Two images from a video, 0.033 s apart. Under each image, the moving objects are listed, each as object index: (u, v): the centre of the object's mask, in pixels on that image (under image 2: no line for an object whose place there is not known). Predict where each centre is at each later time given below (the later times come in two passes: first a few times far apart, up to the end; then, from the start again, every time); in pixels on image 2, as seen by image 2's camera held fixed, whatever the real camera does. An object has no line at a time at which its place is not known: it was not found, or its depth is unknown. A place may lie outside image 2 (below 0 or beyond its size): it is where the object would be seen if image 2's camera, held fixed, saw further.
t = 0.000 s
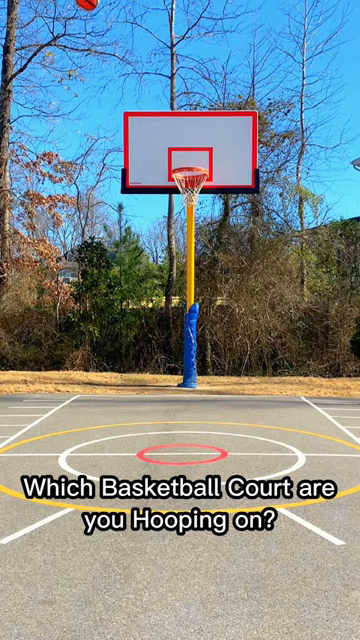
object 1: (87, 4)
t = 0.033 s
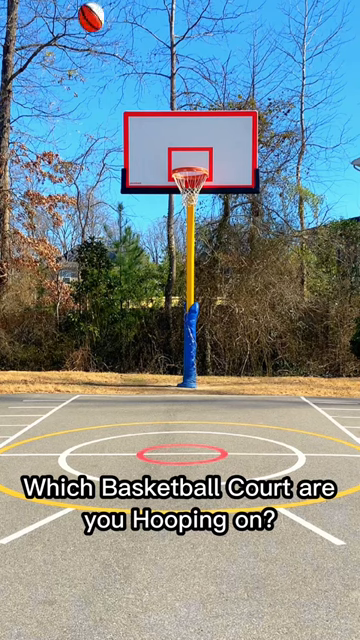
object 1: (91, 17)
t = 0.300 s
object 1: (121, 207)
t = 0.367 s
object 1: (128, 259)
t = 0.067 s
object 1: (95, 39)
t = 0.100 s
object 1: (99, 61)
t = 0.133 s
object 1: (103, 84)
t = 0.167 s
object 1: (107, 108)
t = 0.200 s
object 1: (111, 132)
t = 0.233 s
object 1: (114, 156)
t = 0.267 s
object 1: (118, 181)
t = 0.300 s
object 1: (121, 207)
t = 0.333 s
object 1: (124, 232)
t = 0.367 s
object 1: (128, 259)
